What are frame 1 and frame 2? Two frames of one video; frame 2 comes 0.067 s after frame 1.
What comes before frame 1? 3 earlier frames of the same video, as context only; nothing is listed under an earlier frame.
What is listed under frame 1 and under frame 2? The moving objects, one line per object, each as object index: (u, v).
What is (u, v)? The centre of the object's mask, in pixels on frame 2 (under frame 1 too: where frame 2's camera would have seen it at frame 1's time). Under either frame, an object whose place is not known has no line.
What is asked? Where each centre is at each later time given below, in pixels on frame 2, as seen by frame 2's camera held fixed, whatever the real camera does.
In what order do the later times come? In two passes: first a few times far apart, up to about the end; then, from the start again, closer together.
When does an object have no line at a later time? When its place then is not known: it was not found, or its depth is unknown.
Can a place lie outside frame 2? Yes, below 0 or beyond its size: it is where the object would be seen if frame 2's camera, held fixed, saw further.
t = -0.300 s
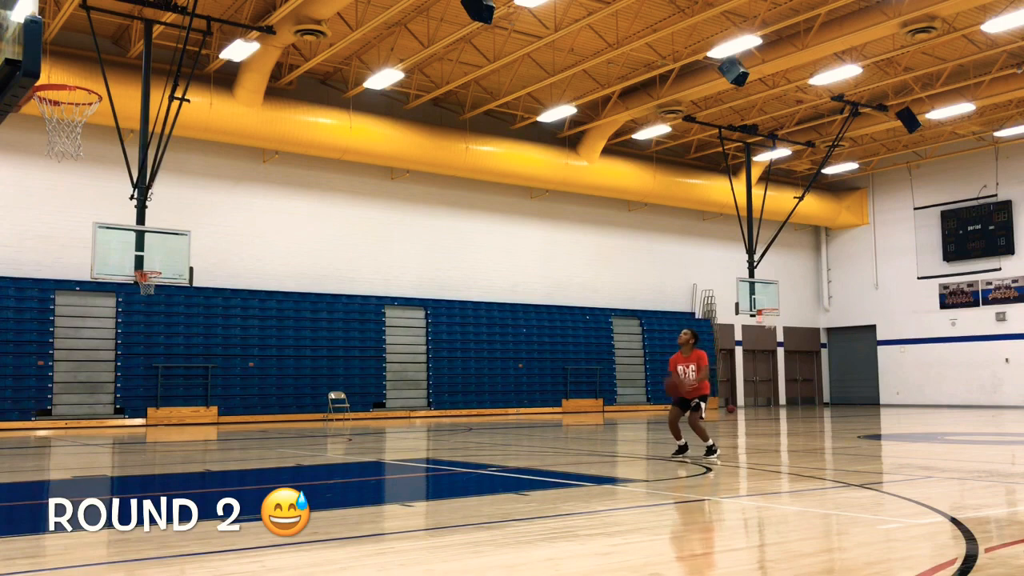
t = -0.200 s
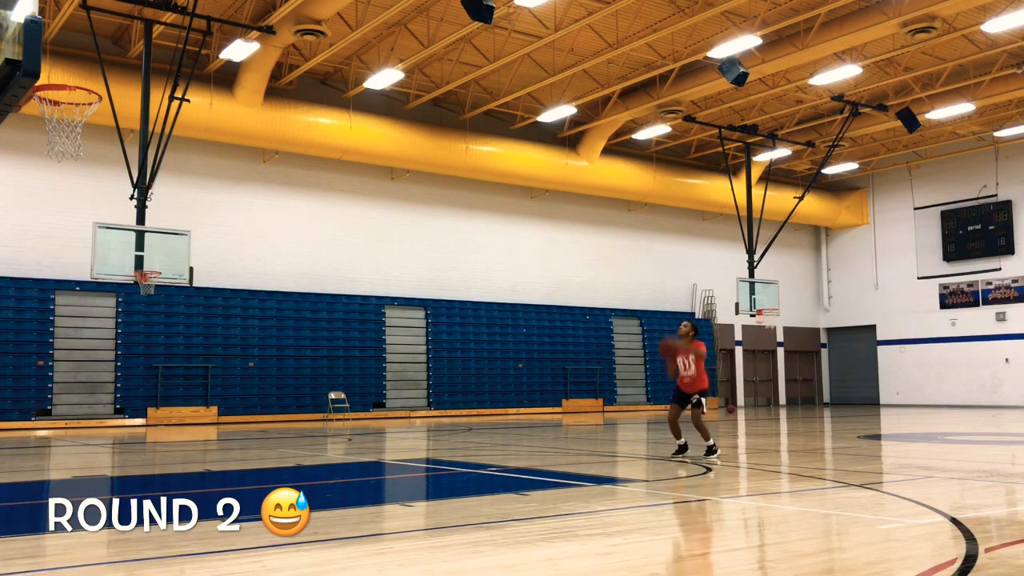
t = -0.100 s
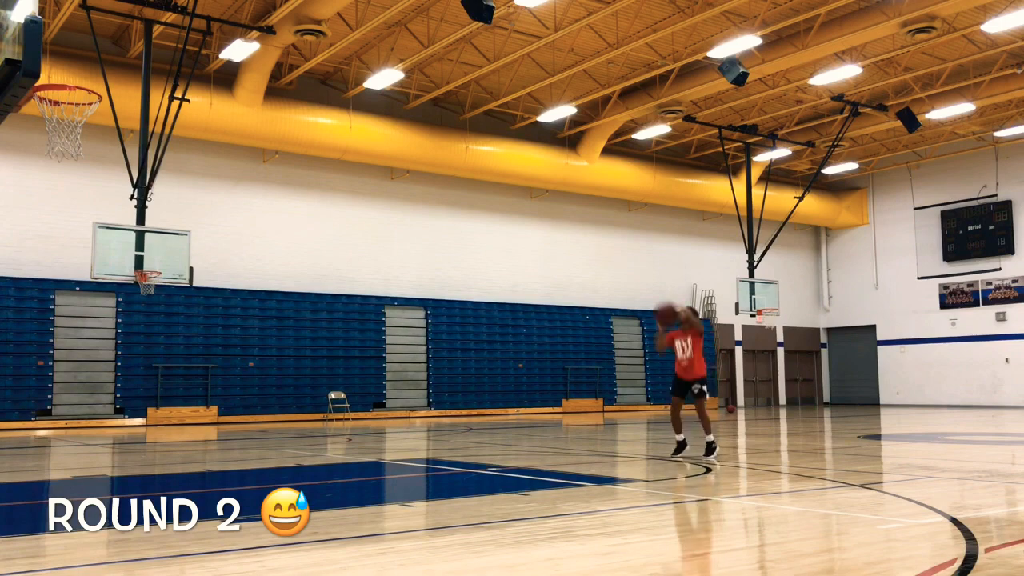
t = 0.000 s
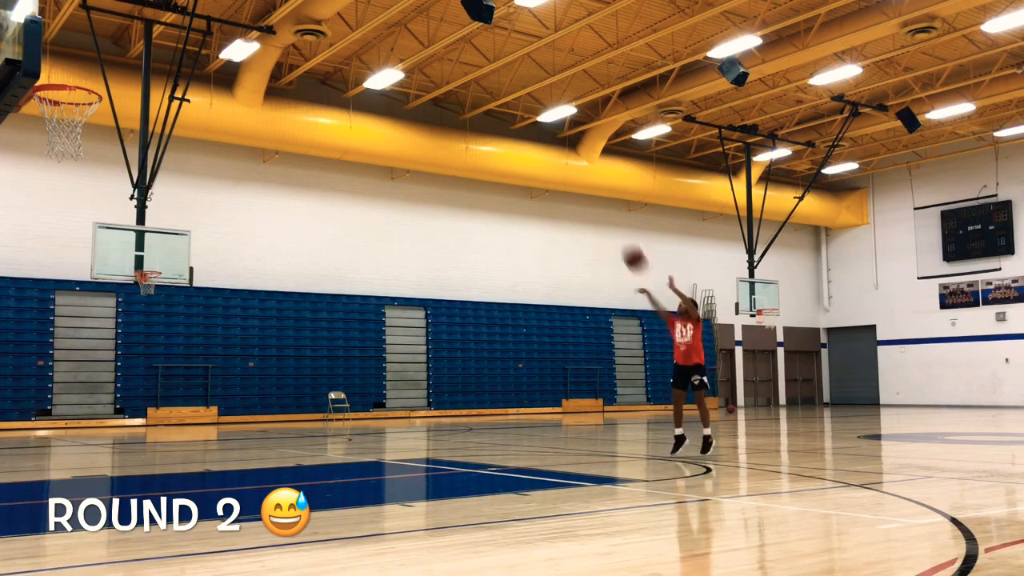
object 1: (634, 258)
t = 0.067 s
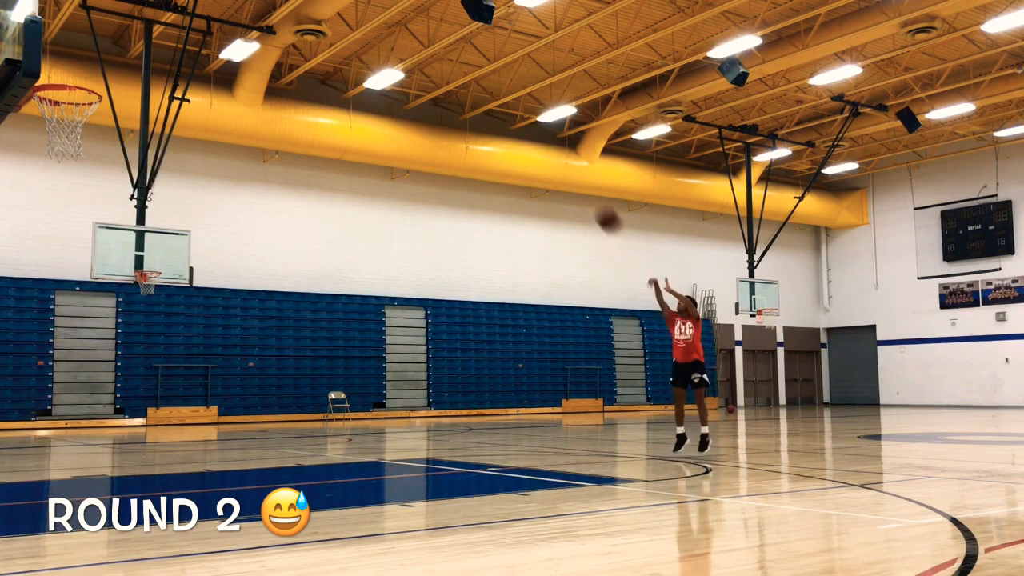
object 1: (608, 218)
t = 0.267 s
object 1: (527, 121)
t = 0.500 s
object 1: (423, 37)
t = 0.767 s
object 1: (285, 6)
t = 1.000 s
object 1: (143, 32)
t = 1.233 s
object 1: (66, 80)
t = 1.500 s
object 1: (105, 78)
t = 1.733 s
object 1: (143, 88)
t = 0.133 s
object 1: (581, 183)
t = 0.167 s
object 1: (569, 164)
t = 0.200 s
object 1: (556, 148)
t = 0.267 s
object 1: (527, 121)
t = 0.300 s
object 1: (512, 104)
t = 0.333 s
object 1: (497, 91)
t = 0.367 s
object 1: (485, 79)
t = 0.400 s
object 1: (468, 66)
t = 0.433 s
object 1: (454, 57)
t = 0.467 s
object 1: (439, 46)
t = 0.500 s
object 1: (423, 37)
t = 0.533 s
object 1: (406, 29)
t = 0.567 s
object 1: (390, 22)
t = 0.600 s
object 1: (373, 15)
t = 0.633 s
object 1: (357, 11)
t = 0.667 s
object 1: (341, 9)
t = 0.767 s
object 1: (285, 6)
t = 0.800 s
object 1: (265, 7)
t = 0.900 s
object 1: (207, 11)
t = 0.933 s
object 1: (186, 15)
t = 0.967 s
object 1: (168, 23)
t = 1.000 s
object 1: (143, 32)
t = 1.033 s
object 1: (122, 42)
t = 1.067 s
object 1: (97, 54)
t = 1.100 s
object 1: (79, 65)
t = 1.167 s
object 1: (65, 92)
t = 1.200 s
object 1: (83, 94)
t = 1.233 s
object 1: (66, 80)
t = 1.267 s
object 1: (51, 70)
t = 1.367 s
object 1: (57, 66)
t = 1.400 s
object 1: (72, 71)
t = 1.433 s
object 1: (87, 76)
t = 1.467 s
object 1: (99, 81)
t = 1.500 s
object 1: (105, 78)
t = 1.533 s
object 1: (111, 76)
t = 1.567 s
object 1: (117, 75)
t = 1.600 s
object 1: (123, 75)
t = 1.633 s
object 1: (127, 76)
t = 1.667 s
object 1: (133, 80)
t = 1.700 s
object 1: (138, 83)
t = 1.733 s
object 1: (143, 88)
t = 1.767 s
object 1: (148, 95)
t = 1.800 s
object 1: (153, 102)
